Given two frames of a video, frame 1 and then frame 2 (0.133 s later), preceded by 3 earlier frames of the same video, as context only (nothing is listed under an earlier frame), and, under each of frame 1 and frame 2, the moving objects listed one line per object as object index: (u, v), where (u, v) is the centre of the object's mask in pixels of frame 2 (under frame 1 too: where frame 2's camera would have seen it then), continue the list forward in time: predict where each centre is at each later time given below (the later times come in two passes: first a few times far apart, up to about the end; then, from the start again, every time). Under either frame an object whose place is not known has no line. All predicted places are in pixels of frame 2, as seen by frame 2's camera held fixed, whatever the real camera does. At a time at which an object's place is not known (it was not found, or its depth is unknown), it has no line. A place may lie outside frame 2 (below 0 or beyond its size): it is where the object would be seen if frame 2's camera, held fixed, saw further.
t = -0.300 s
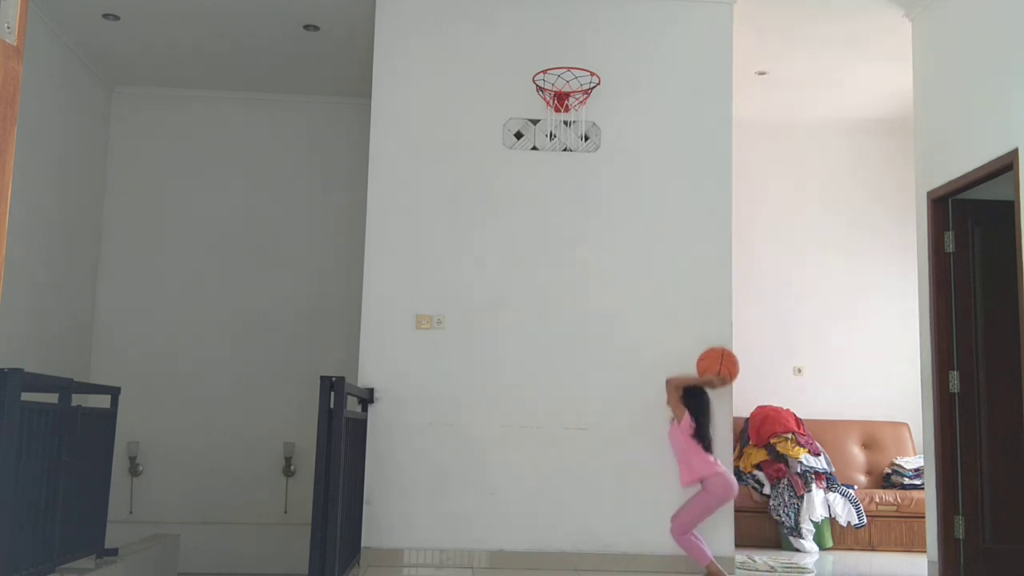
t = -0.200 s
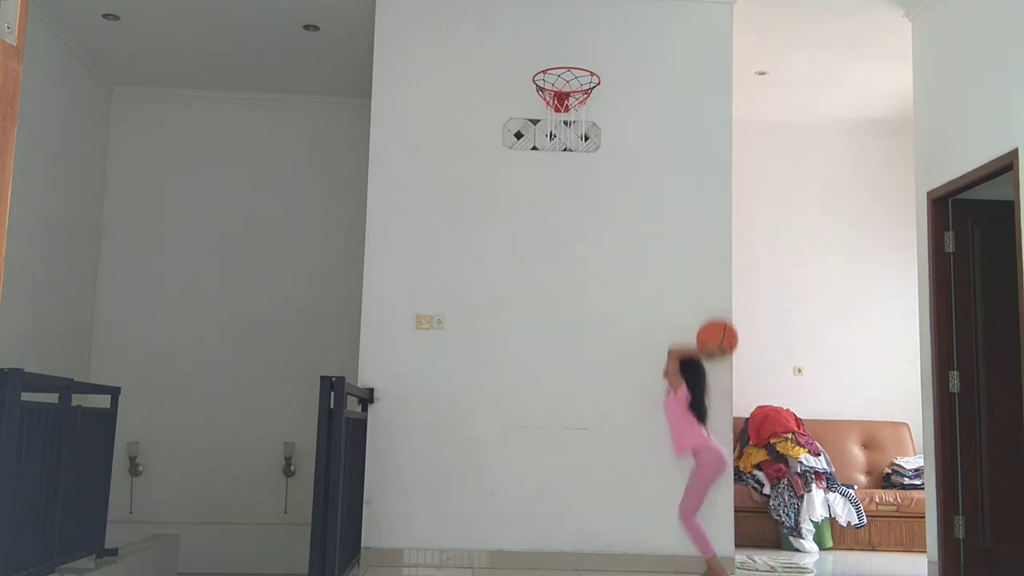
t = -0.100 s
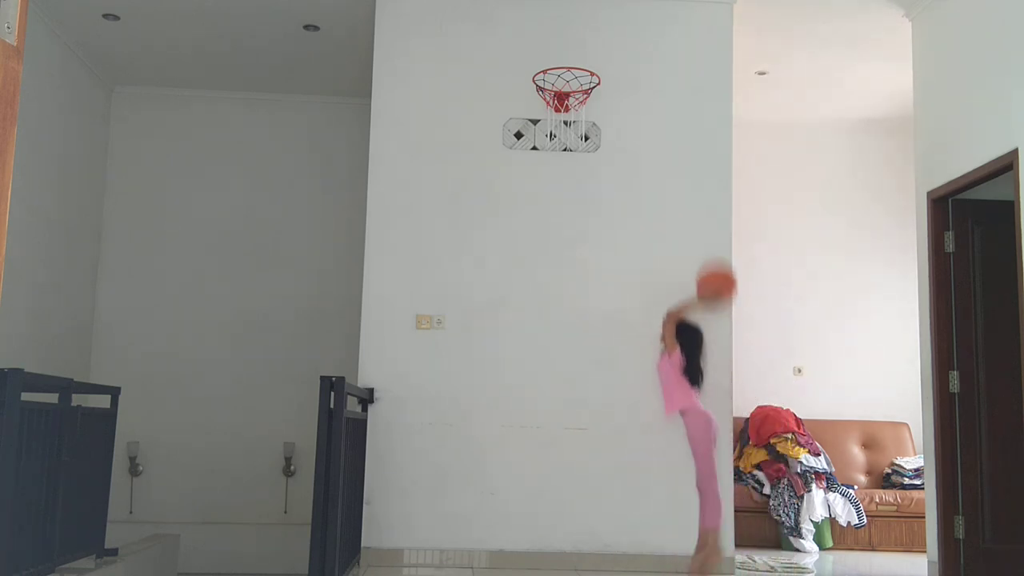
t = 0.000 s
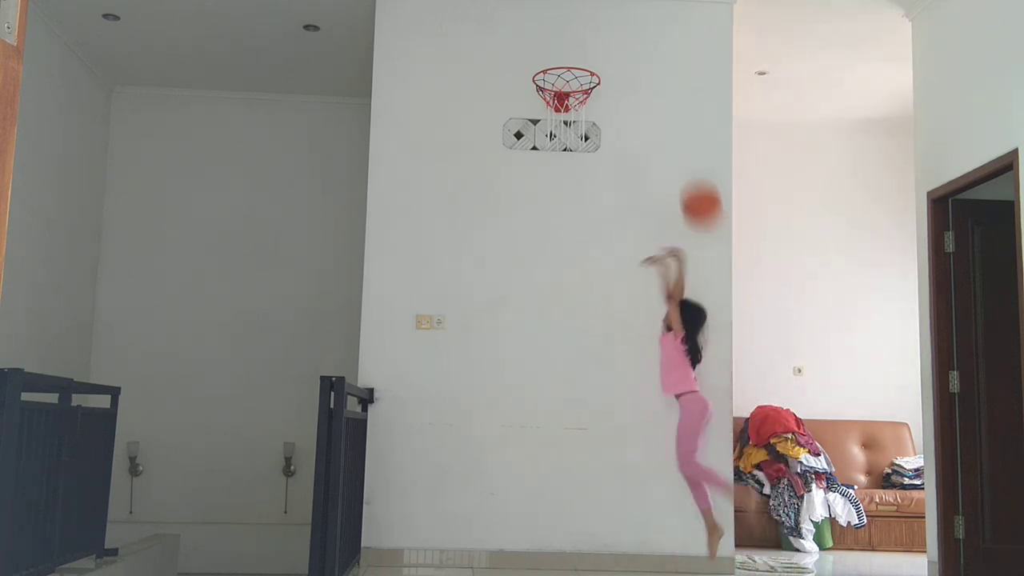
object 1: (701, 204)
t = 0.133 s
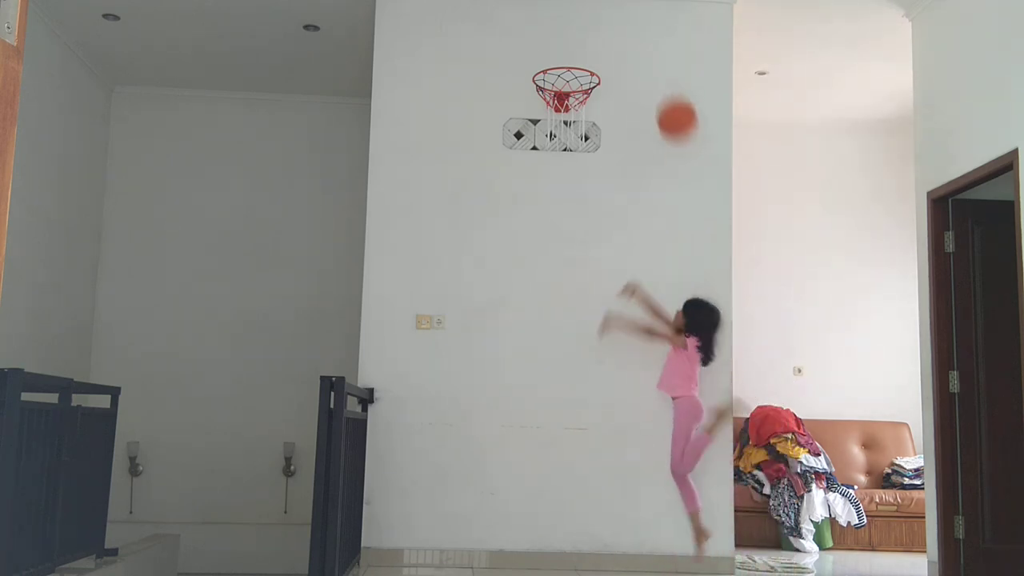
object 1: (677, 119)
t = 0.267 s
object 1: (652, 63)
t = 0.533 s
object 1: (604, 33)
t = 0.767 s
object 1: (568, 70)
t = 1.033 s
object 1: (561, 65)
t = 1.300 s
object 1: (559, 153)
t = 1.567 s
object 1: (558, 361)
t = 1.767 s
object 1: (561, 529)
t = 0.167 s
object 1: (671, 102)
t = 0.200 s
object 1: (665, 87)
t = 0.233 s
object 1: (658, 74)
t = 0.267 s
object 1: (652, 63)
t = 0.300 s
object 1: (646, 53)
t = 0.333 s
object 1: (640, 45)
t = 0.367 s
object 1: (634, 39)
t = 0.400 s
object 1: (628, 34)
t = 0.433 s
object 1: (622, 32)
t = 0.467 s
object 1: (616, 30)
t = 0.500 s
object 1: (610, 31)
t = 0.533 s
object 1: (604, 33)
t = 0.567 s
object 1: (598, 37)
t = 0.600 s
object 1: (592, 42)
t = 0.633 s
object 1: (586, 49)
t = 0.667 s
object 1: (580, 57)
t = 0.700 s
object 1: (575, 60)
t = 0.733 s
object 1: (570, 72)
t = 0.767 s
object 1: (568, 70)
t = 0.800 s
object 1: (568, 62)
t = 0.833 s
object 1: (567, 58)
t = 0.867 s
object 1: (566, 55)
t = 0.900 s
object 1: (565, 53)
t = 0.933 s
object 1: (564, 54)
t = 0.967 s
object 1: (563, 56)
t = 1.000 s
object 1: (562, 57)
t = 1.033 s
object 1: (561, 65)
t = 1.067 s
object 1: (560, 72)
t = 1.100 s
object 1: (559, 86)
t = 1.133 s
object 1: (559, 90)
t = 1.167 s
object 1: (558, 97)
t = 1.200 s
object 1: (559, 110)
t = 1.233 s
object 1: (559, 123)
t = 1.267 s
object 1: (558, 137)
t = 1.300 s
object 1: (559, 153)
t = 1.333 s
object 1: (558, 173)
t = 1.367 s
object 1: (559, 191)
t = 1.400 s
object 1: (559, 214)
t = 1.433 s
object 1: (558, 239)
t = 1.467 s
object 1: (558, 266)
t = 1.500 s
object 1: (558, 296)
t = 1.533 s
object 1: (558, 327)
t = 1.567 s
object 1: (558, 361)
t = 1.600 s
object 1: (558, 398)
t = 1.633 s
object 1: (558, 439)
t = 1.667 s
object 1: (558, 482)
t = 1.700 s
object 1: (559, 530)
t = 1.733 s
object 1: (559, 557)
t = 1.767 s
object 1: (561, 529)
